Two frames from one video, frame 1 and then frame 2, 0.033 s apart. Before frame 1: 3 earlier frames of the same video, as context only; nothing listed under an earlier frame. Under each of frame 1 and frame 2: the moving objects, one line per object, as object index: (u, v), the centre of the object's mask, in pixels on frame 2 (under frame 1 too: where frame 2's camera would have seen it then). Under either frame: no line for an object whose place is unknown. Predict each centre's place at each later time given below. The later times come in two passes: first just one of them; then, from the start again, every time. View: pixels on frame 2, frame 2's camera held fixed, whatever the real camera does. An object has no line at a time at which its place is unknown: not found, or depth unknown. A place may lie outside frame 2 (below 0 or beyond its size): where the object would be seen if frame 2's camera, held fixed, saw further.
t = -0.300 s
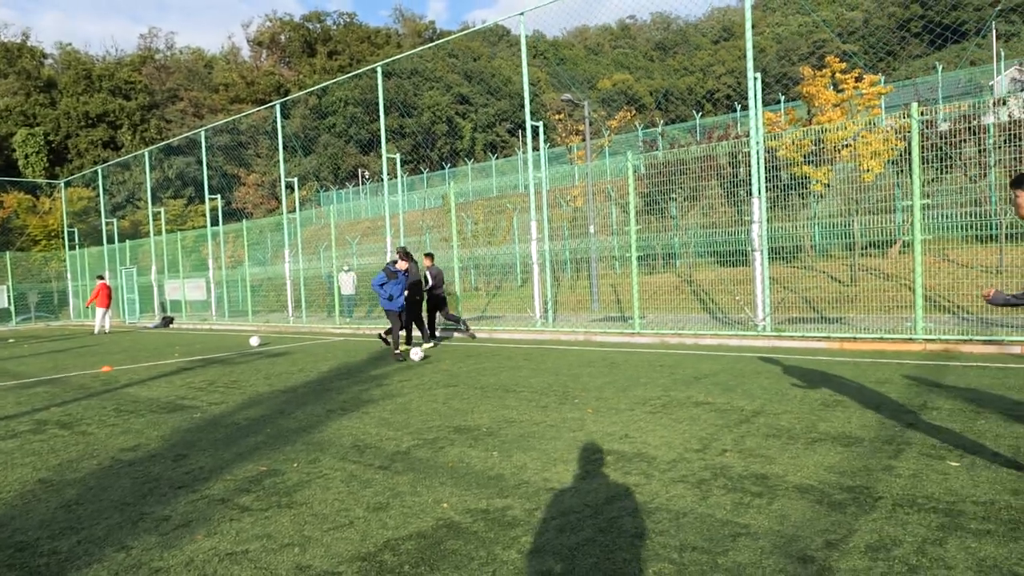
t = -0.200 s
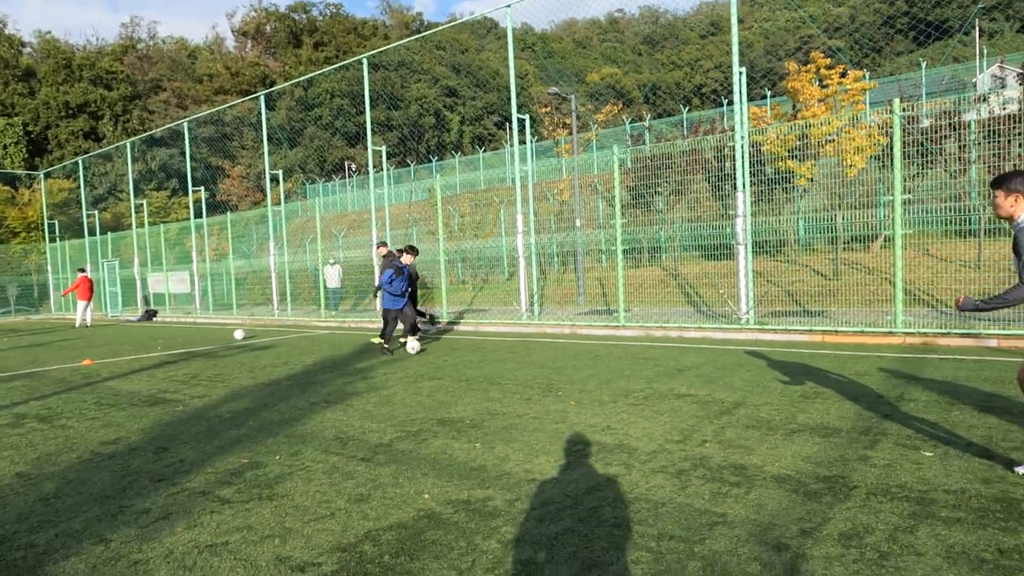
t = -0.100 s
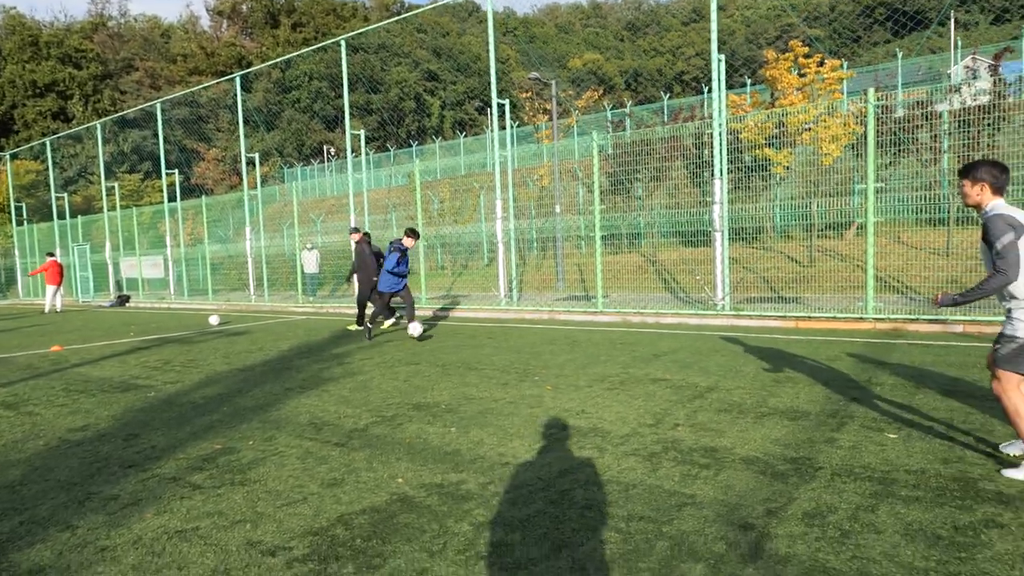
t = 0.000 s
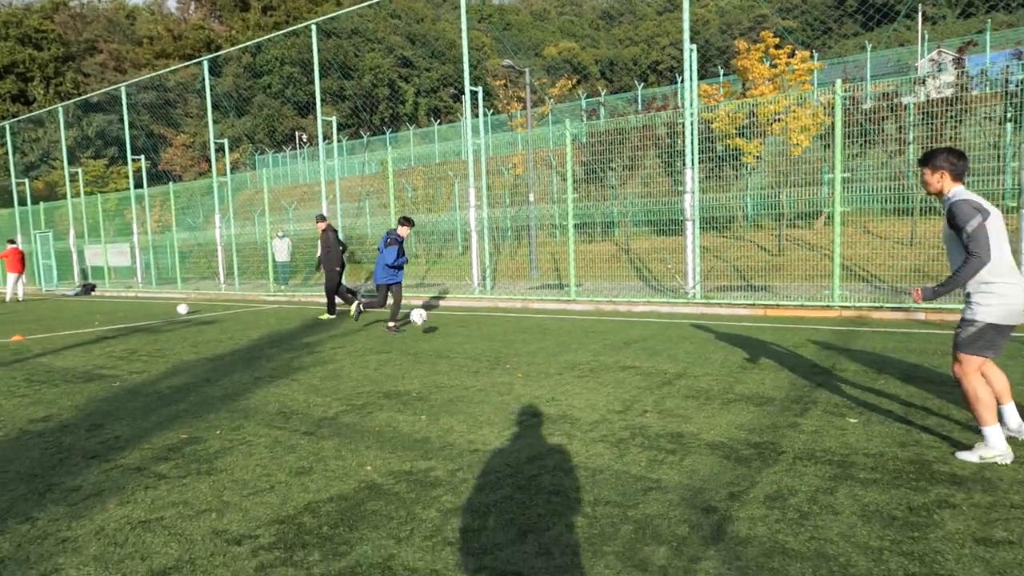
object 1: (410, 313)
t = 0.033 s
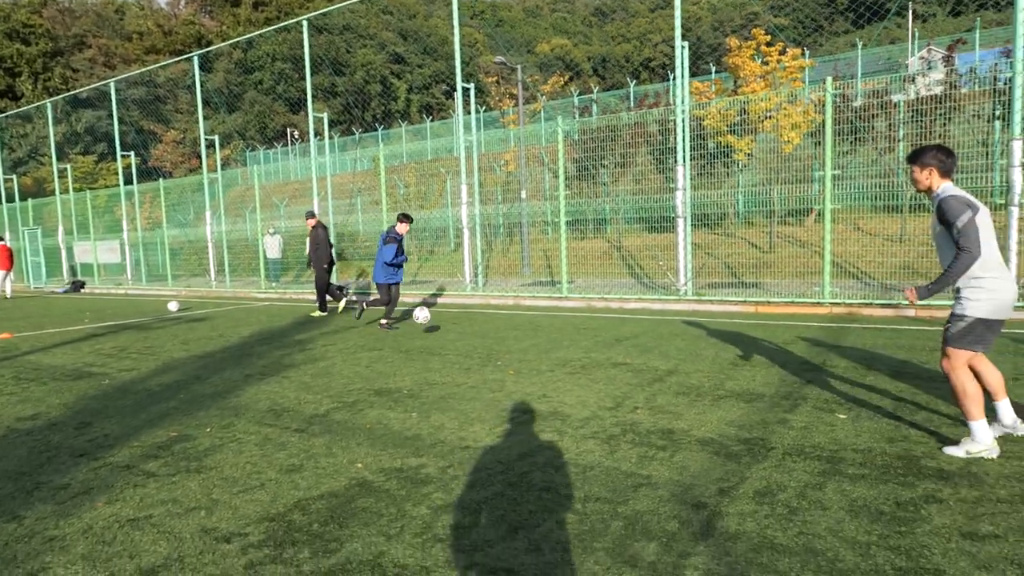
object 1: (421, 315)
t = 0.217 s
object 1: (500, 345)
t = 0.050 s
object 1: (428, 316)
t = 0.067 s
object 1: (434, 318)
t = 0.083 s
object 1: (440, 319)
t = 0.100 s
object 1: (447, 321)
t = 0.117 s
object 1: (454, 323)
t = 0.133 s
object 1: (461, 326)
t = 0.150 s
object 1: (468, 329)
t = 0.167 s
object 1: (475, 332)
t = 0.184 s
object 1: (483, 336)
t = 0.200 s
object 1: (491, 341)
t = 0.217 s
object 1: (500, 345)
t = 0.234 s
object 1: (508, 350)
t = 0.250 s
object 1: (516, 351)
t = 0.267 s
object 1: (524, 350)
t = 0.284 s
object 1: (531, 350)
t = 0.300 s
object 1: (540, 350)
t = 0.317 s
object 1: (548, 350)
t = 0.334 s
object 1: (556, 350)
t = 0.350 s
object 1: (565, 351)
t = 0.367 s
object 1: (575, 352)
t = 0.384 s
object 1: (584, 353)
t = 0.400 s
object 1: (594, 356)
